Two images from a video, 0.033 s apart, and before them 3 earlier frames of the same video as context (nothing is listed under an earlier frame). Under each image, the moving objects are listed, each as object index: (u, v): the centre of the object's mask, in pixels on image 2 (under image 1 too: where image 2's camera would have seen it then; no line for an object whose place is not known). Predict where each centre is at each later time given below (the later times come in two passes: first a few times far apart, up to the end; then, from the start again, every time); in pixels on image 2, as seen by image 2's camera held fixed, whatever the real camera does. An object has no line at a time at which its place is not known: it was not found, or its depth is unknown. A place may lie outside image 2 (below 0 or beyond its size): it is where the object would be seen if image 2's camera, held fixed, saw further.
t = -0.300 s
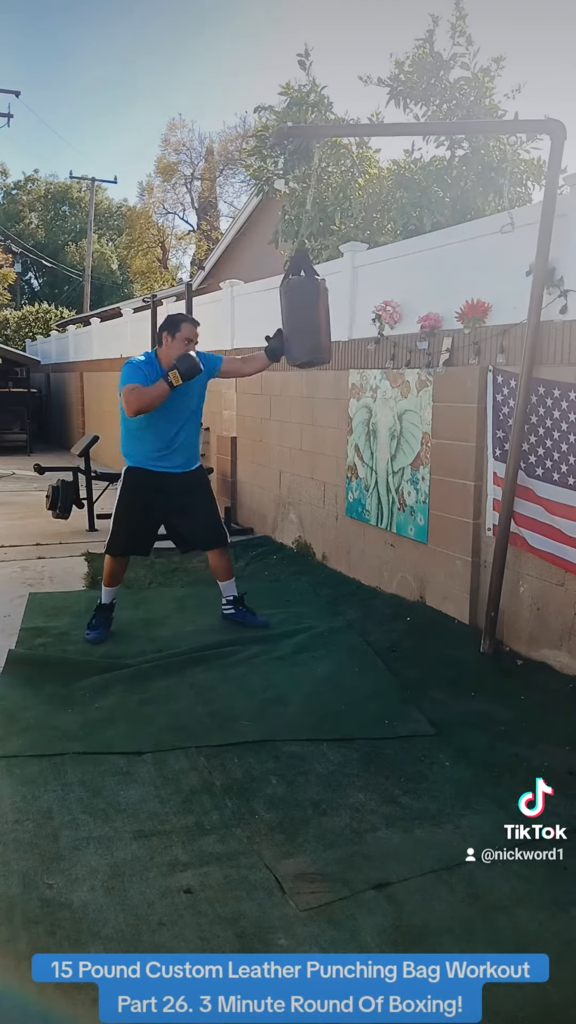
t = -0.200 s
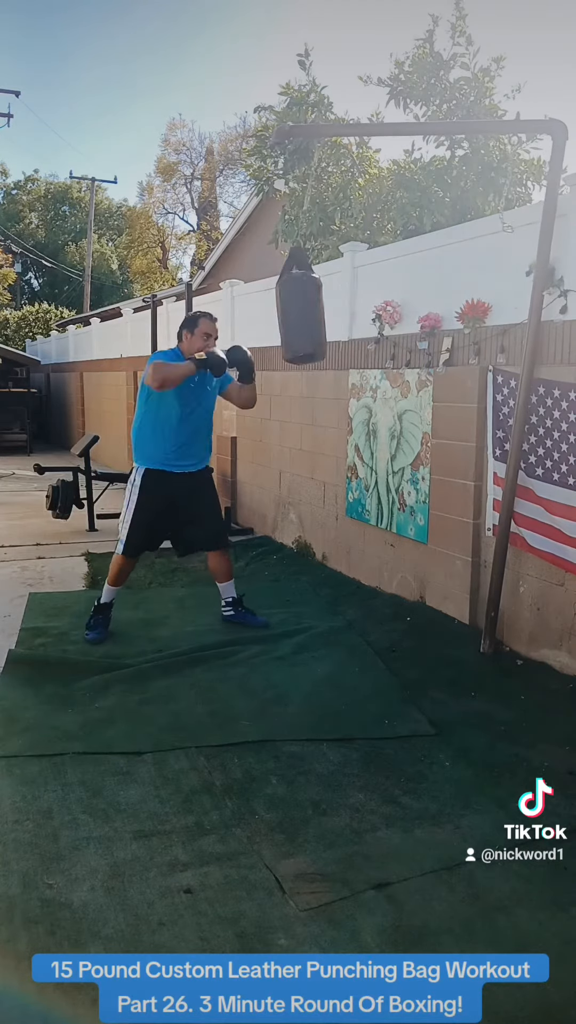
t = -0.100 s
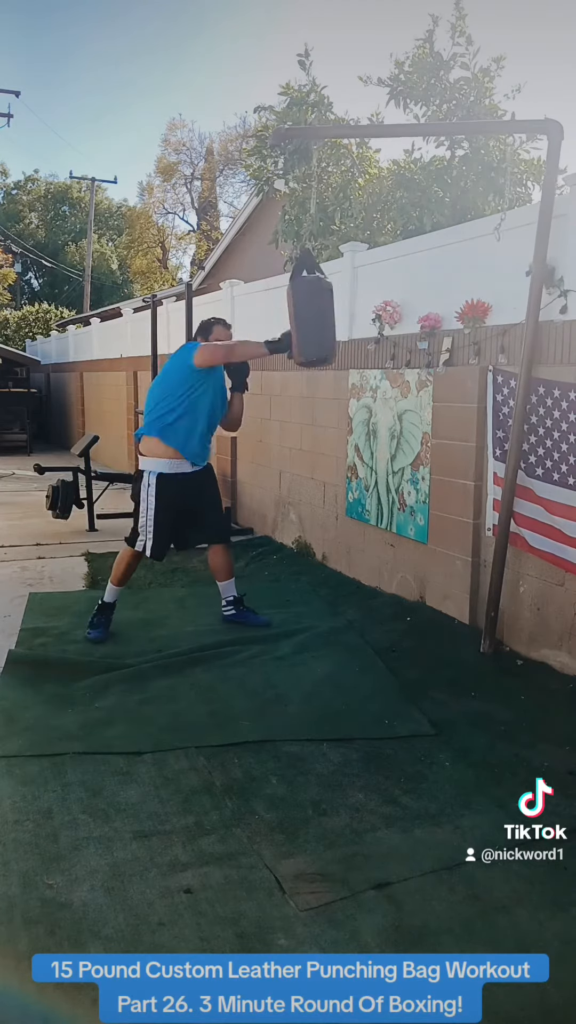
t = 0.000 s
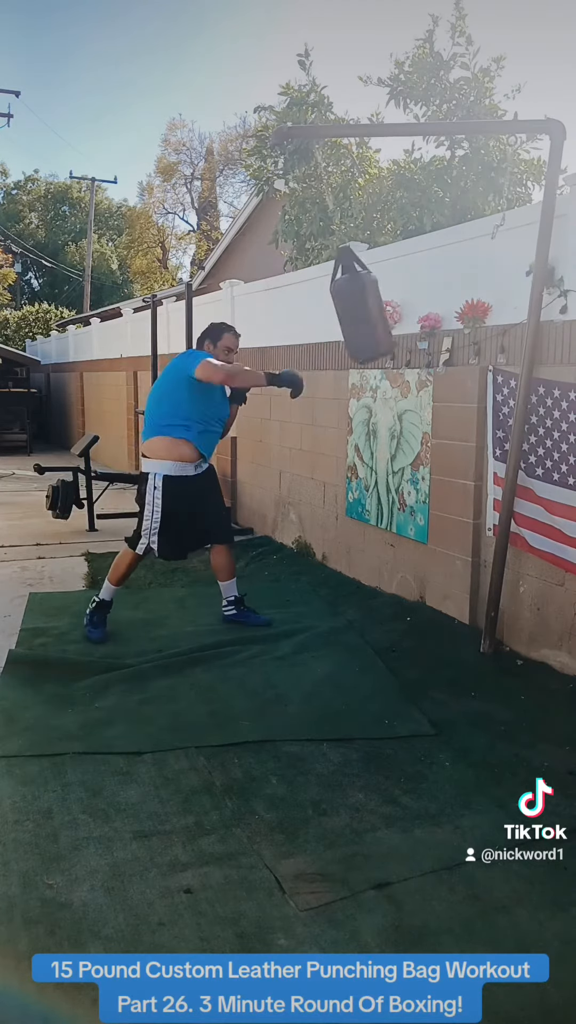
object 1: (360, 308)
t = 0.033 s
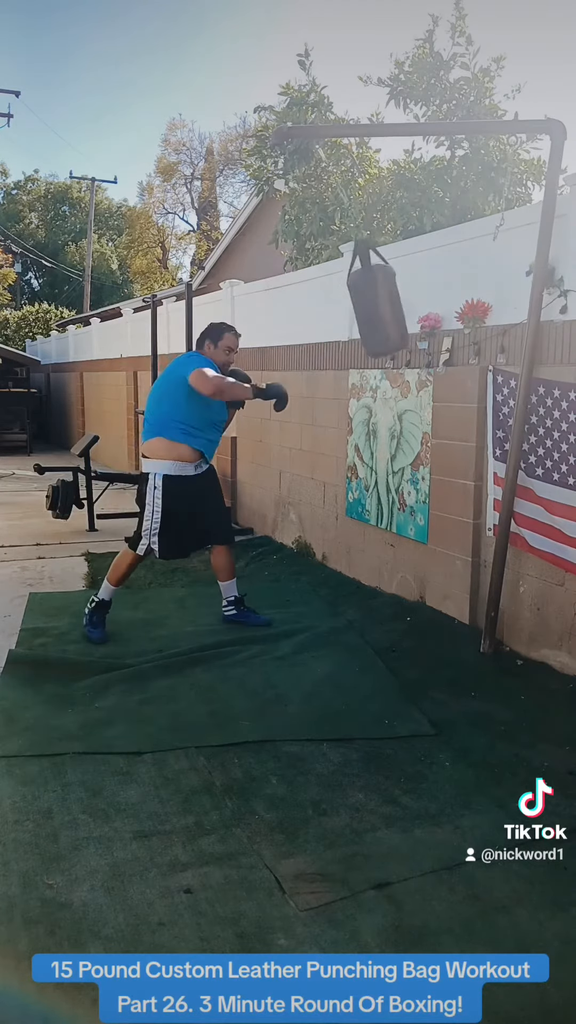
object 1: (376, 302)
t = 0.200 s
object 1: (433, 274)
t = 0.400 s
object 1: (447, 245)
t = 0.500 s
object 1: (452, 256)
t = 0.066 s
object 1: (391, 297)
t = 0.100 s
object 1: (405, 293)
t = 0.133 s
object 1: (416, 287)
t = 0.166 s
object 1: (427, 282)
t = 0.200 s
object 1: (433, 274)
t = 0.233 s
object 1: (434, 264)
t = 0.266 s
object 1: (437, 257)
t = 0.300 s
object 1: (440, 253)
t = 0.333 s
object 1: (443, 248)
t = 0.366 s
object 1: (445, 246)
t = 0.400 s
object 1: (447, 245)
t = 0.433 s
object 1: (448, 246)
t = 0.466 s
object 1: (448, 249)
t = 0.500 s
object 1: (452, 256)
